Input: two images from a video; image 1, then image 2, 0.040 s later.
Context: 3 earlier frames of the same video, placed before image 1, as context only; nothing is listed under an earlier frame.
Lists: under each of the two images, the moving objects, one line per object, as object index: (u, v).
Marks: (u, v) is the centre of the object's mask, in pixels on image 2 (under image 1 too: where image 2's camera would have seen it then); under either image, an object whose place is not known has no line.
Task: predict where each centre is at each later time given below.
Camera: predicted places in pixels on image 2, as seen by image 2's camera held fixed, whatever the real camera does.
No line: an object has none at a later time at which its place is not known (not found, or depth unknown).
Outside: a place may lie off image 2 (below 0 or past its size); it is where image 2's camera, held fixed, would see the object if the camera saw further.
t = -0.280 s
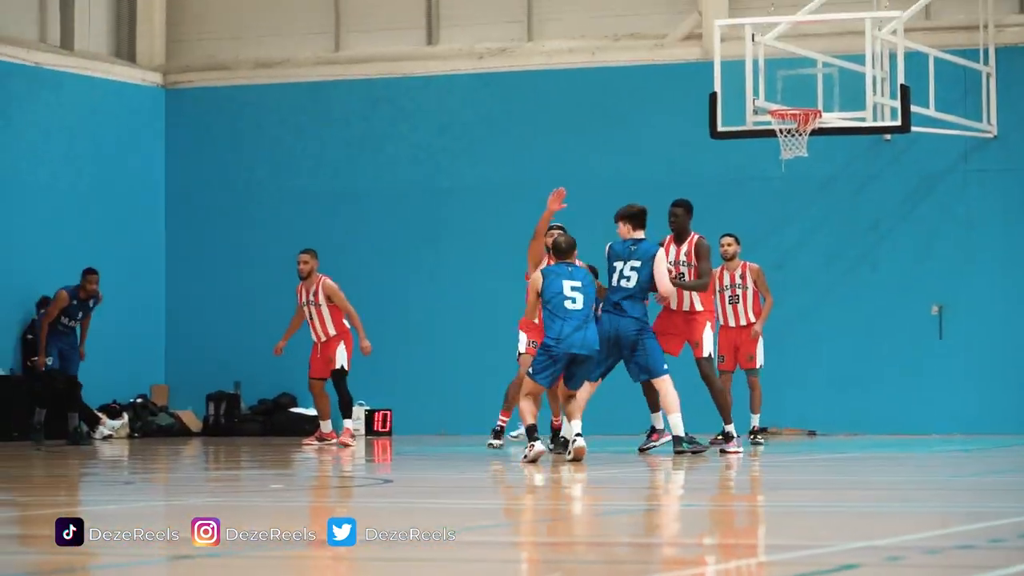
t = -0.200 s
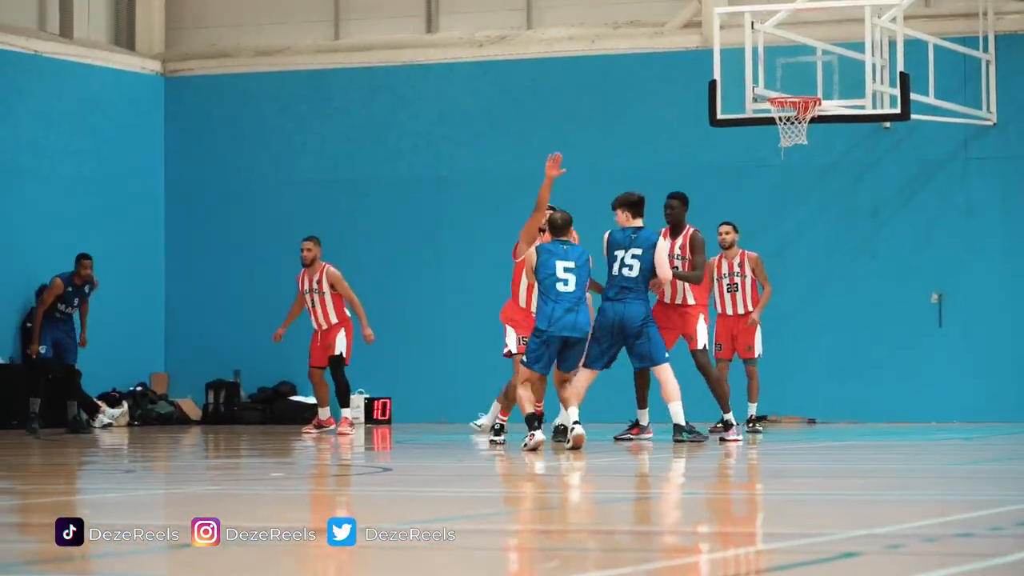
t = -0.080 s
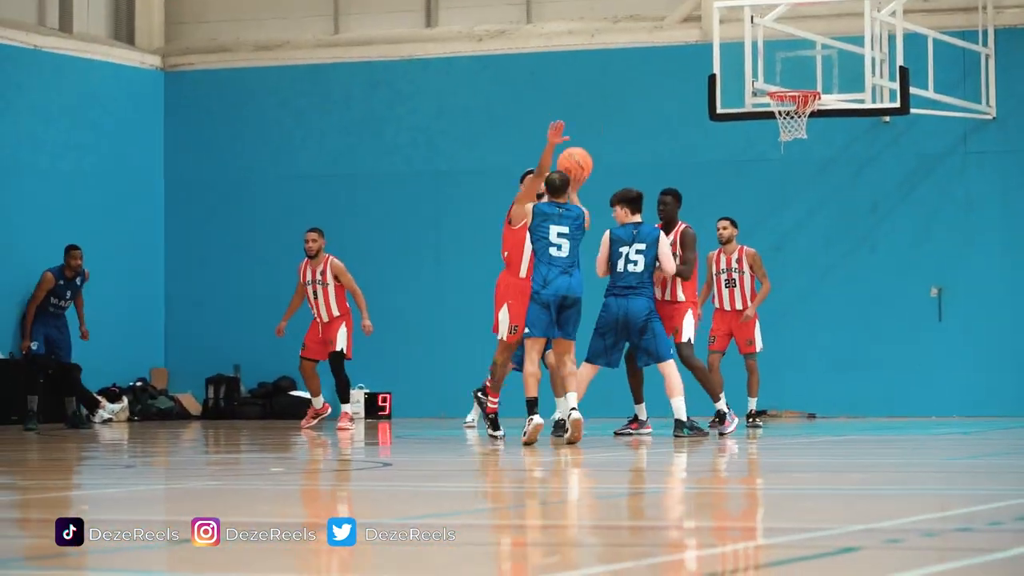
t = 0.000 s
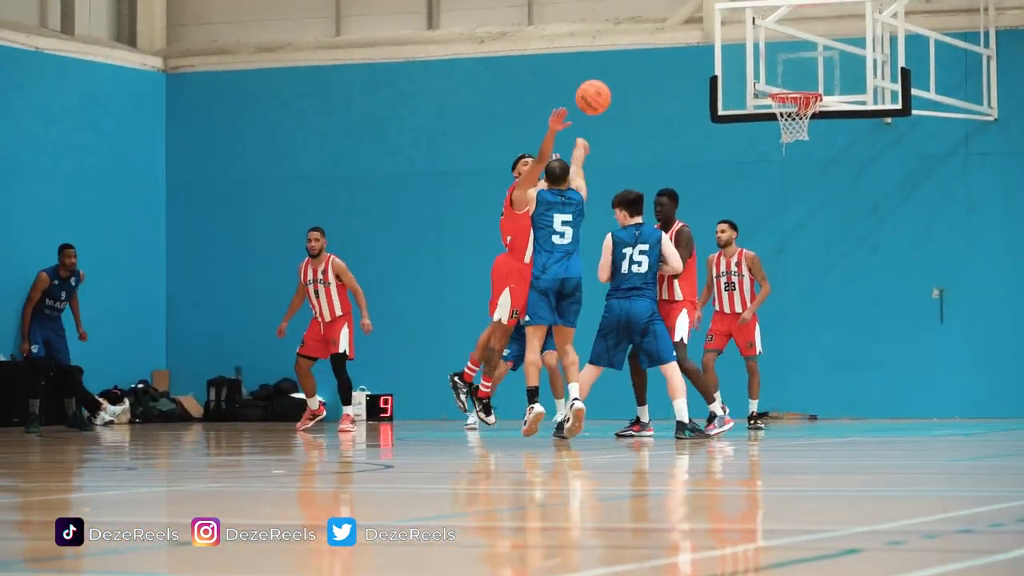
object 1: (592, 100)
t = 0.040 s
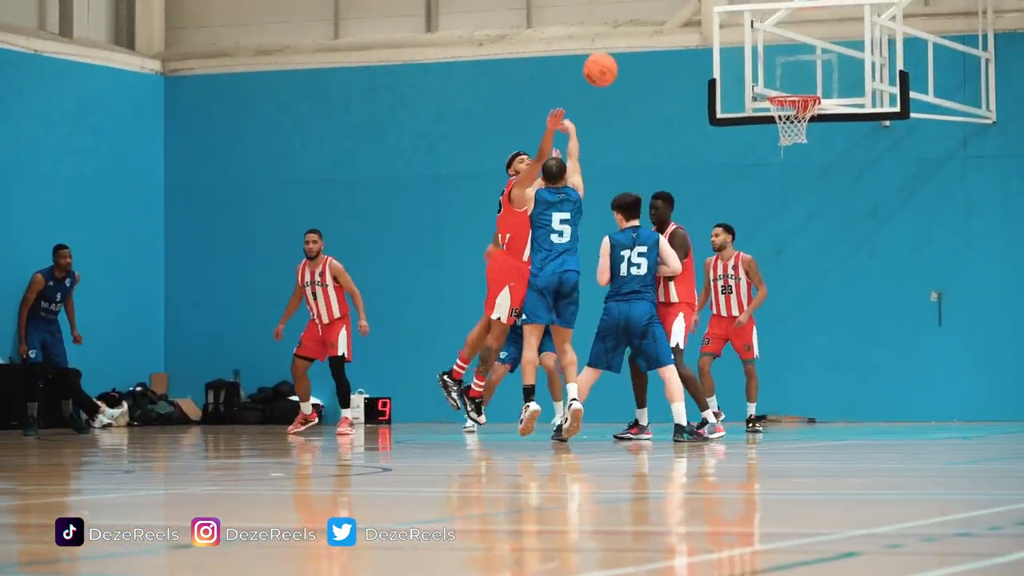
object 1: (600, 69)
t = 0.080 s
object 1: (608, 42)
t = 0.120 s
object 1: (613, 18)
